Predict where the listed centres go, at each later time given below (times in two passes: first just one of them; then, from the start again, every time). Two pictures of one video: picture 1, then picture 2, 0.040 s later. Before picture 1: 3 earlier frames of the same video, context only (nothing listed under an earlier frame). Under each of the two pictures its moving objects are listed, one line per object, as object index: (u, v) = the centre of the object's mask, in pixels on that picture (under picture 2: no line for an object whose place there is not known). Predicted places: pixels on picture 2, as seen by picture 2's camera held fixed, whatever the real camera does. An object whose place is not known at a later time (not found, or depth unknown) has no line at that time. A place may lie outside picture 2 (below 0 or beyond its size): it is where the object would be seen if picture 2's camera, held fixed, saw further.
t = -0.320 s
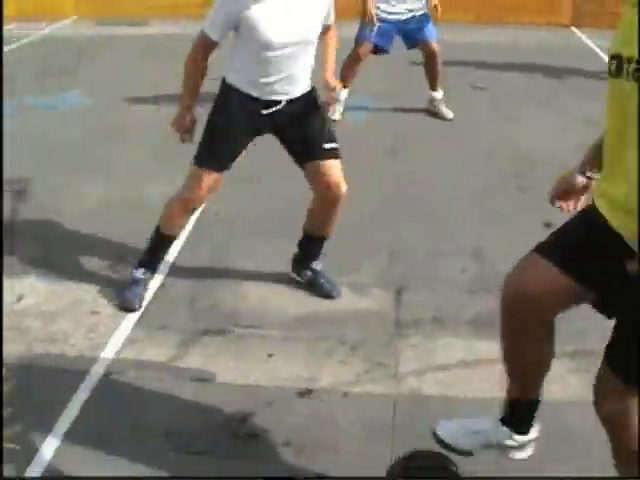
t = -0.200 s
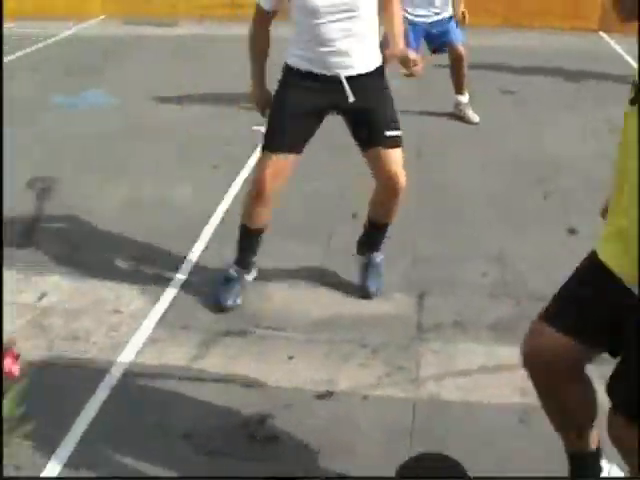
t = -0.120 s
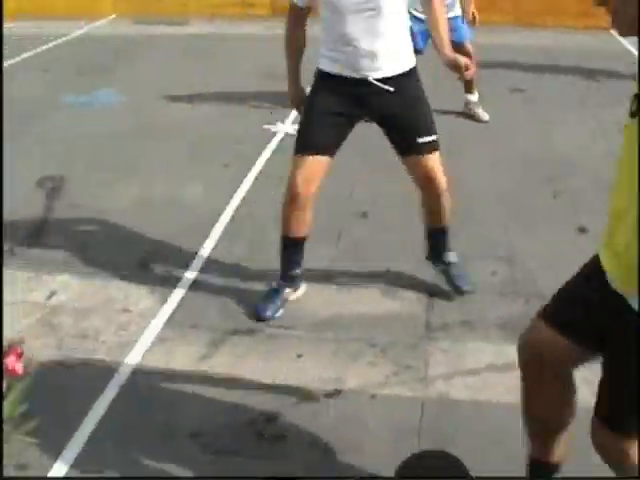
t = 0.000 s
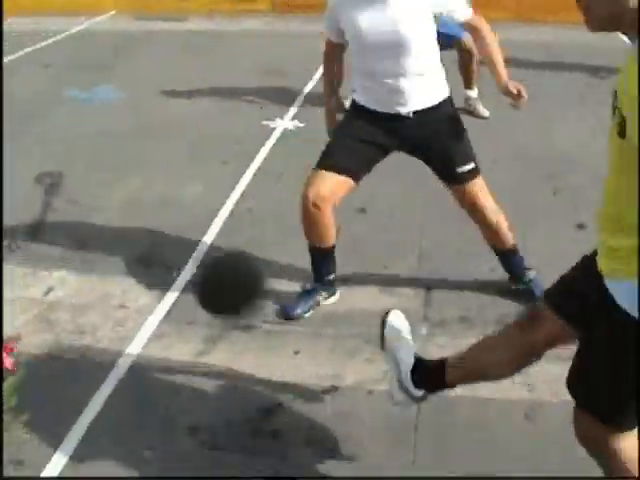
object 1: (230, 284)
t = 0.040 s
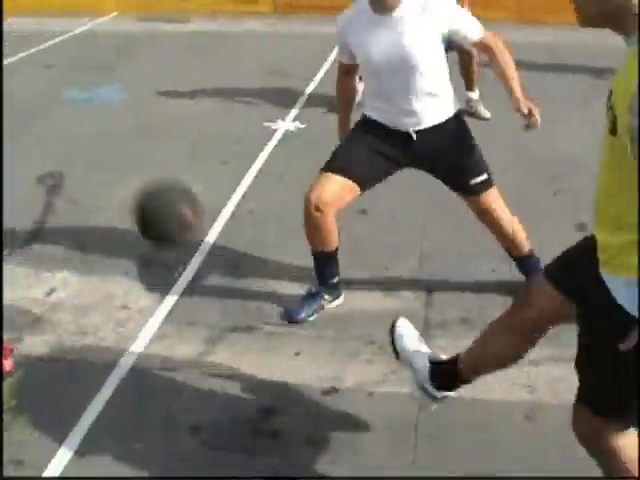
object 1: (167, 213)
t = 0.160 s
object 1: (33, 74)
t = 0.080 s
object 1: (114, 154)
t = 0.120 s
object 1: (71, 109)
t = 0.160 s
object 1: (33, 74)
